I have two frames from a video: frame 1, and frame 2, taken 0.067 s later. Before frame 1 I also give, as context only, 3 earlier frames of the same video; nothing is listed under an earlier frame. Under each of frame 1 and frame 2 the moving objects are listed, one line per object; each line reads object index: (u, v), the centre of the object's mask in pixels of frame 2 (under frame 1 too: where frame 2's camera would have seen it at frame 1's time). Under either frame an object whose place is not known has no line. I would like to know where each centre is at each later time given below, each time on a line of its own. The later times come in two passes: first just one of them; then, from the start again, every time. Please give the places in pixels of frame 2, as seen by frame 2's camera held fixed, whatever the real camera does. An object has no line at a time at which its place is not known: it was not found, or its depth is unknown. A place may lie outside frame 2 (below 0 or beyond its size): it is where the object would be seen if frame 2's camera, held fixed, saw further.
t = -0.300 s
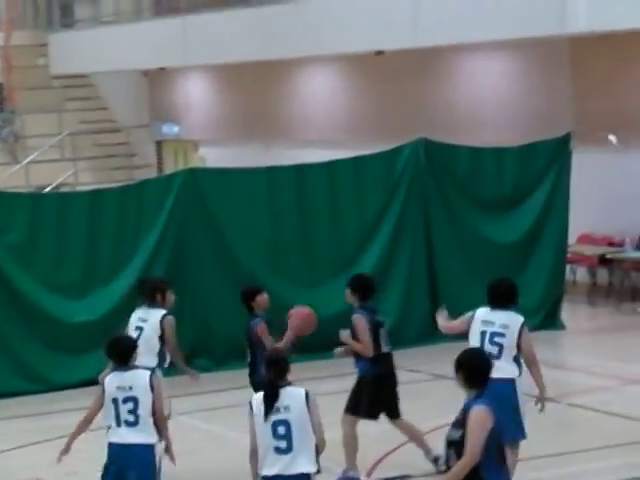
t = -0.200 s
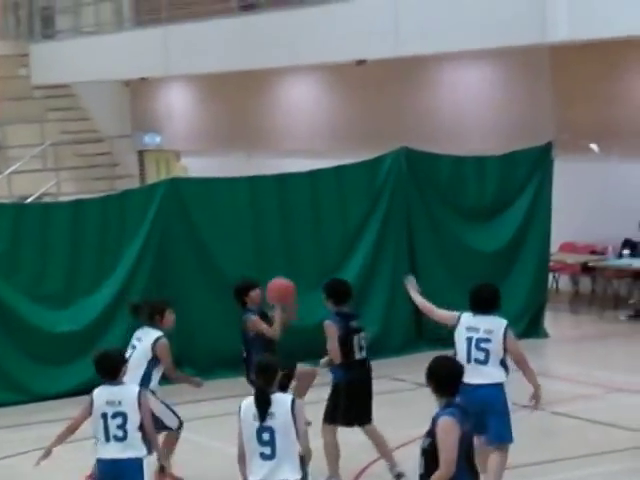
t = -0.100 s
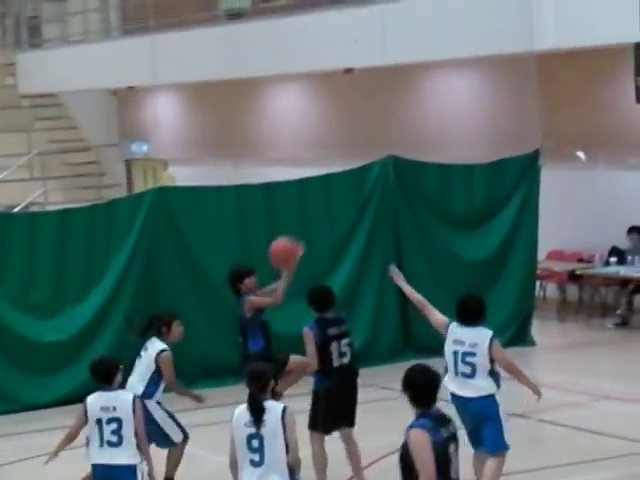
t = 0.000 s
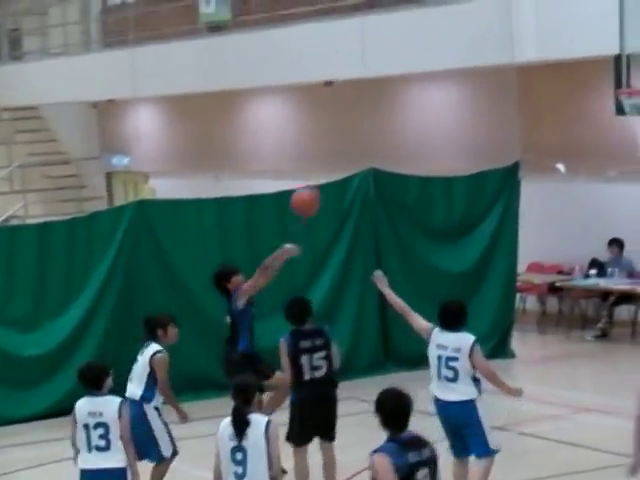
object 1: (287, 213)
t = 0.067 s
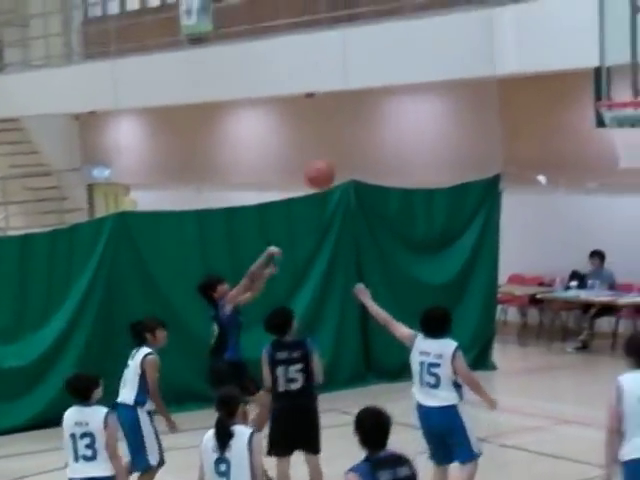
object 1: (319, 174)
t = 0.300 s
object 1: (439, 77)
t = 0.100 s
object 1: (336, 155)
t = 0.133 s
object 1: (353, 140)
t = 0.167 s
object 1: (369, 122)
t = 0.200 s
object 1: (386, 111)
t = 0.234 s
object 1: (403, 98)
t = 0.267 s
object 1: (421, 87)
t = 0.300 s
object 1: (439, 77)
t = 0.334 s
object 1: (457, 68)
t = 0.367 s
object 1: (475, 60)
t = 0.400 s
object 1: (492, 56)
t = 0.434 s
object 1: (508, 52)
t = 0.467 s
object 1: (528, 48)
